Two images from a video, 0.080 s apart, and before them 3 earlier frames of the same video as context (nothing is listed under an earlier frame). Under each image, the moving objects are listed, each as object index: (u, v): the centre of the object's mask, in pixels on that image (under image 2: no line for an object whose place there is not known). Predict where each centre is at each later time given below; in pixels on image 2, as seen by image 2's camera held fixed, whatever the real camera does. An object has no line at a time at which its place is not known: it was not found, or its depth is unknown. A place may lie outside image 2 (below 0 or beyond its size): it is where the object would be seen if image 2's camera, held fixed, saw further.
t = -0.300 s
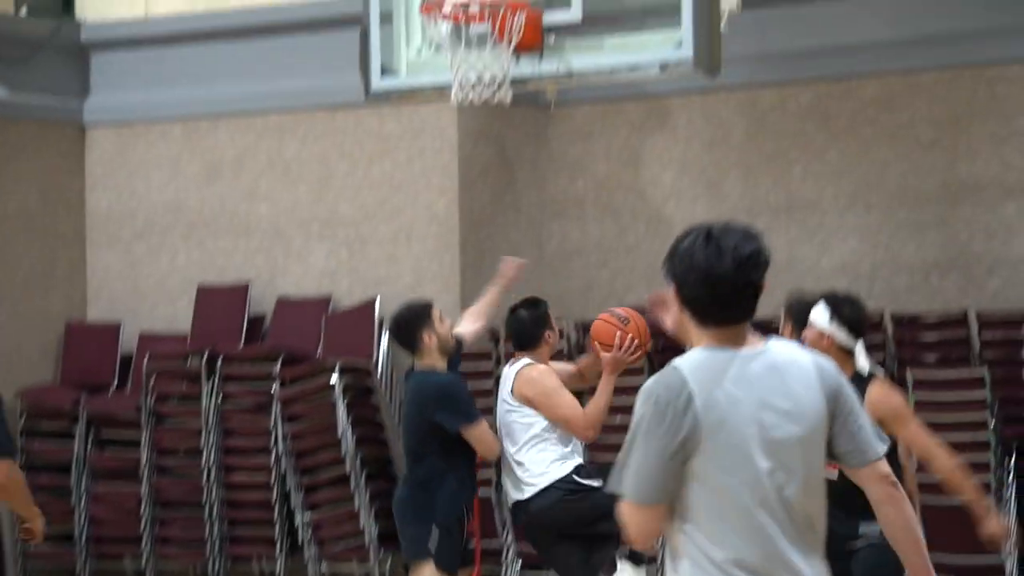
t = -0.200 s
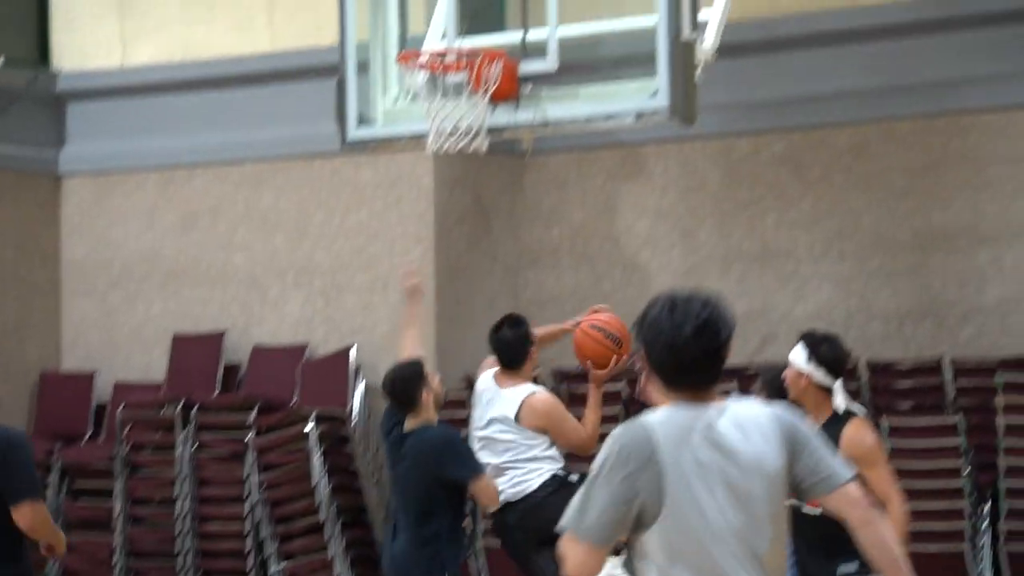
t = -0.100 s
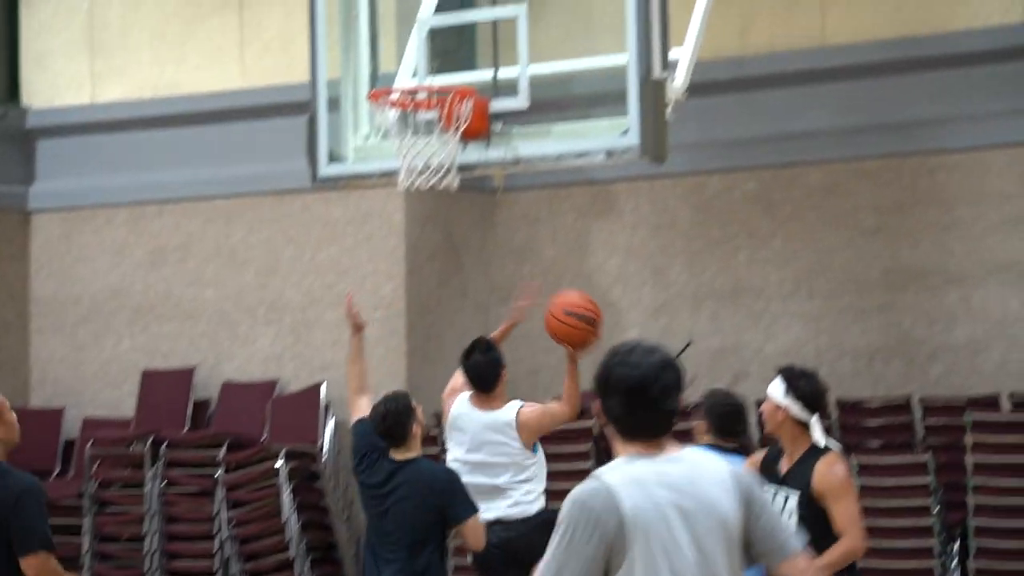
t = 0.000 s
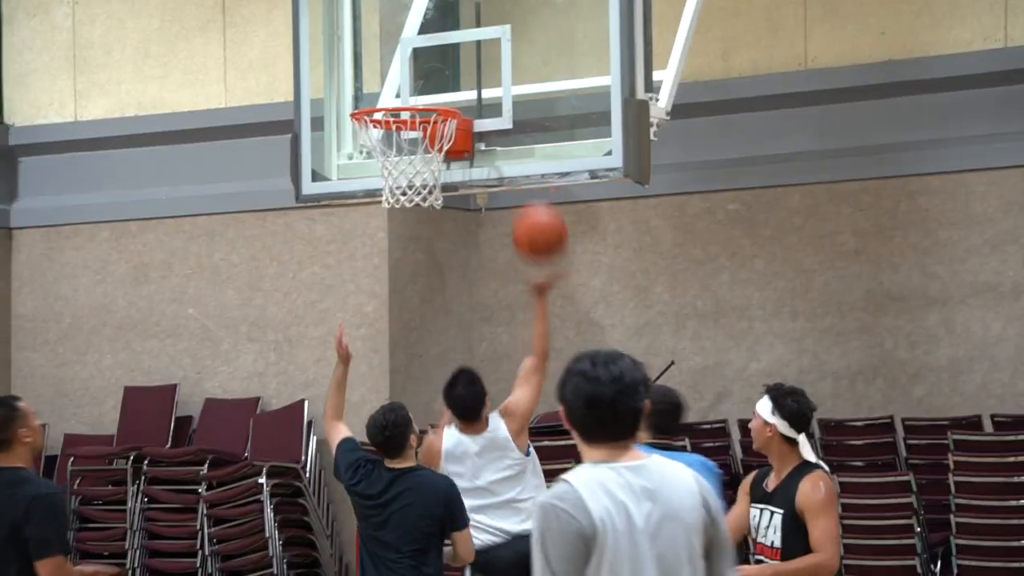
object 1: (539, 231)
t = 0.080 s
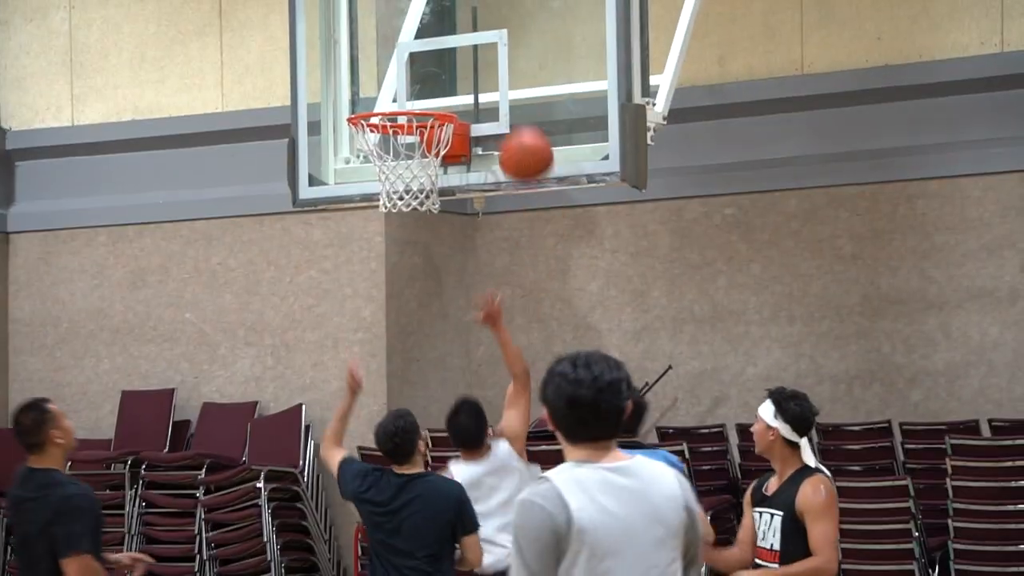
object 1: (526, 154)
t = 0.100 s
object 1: (523, 136)
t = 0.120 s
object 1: (522, 122)
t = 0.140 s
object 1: (520, 105)
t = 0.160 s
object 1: (517, 89)
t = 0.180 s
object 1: (513, 75)
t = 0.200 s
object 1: (510, 62)
